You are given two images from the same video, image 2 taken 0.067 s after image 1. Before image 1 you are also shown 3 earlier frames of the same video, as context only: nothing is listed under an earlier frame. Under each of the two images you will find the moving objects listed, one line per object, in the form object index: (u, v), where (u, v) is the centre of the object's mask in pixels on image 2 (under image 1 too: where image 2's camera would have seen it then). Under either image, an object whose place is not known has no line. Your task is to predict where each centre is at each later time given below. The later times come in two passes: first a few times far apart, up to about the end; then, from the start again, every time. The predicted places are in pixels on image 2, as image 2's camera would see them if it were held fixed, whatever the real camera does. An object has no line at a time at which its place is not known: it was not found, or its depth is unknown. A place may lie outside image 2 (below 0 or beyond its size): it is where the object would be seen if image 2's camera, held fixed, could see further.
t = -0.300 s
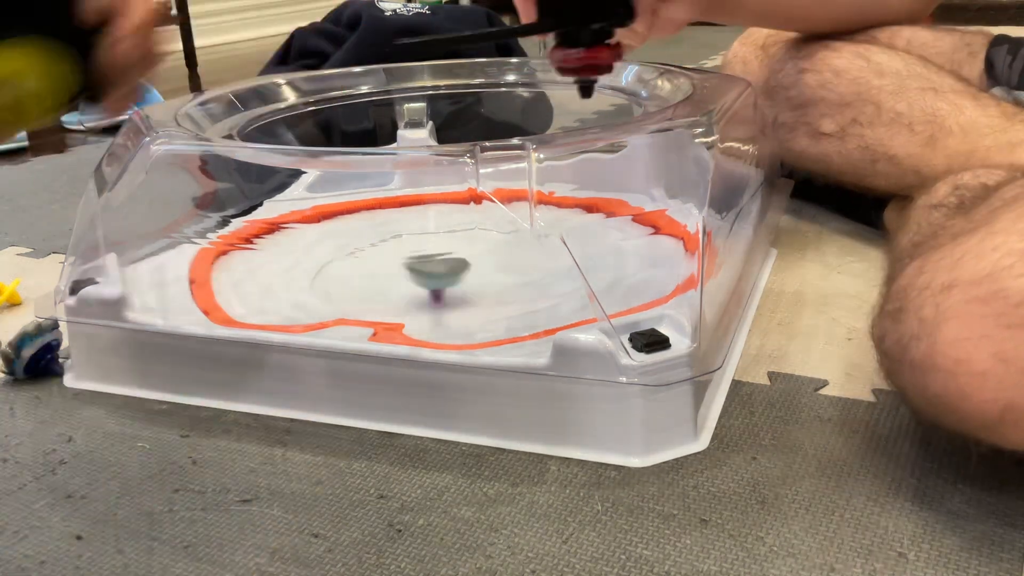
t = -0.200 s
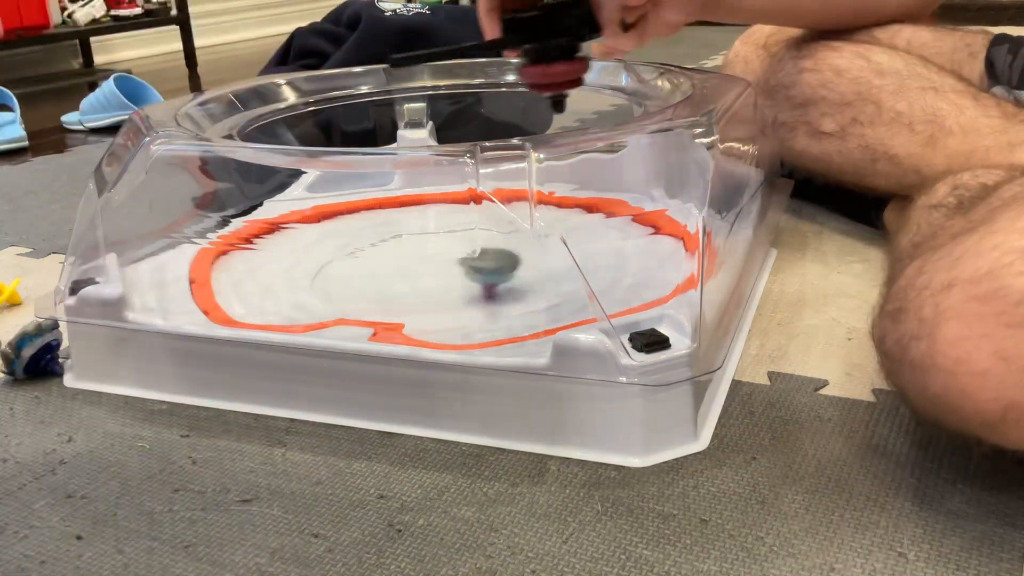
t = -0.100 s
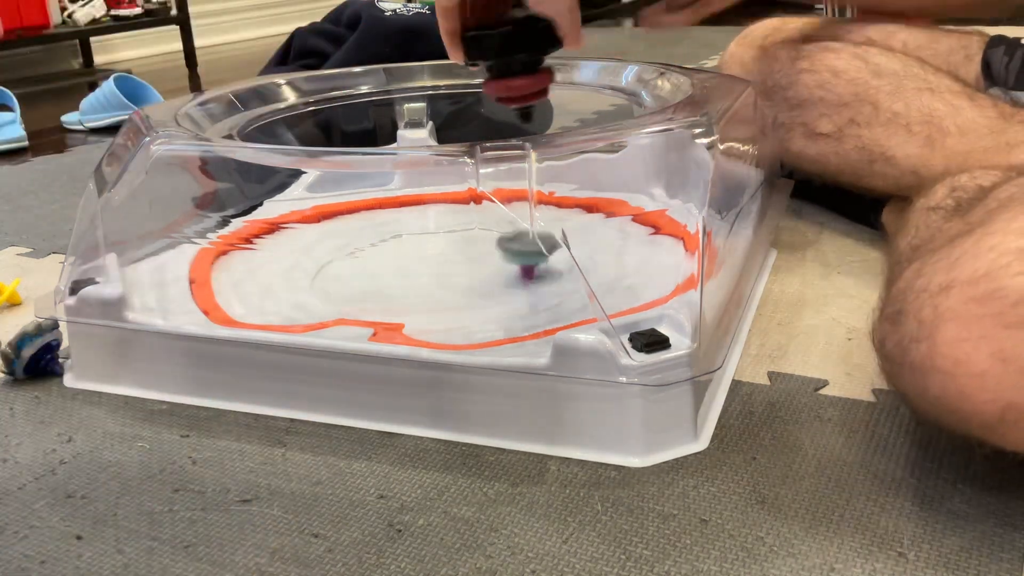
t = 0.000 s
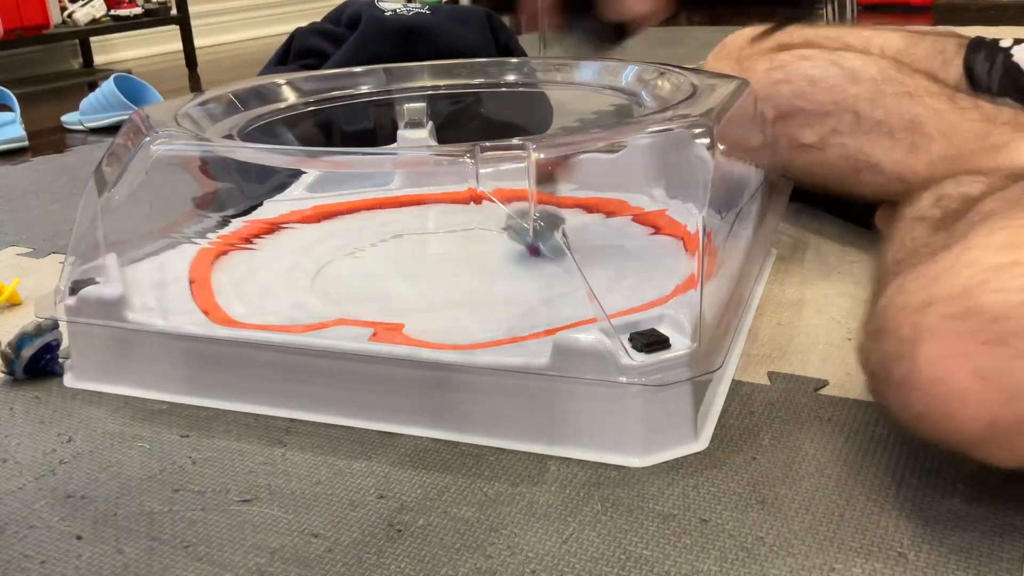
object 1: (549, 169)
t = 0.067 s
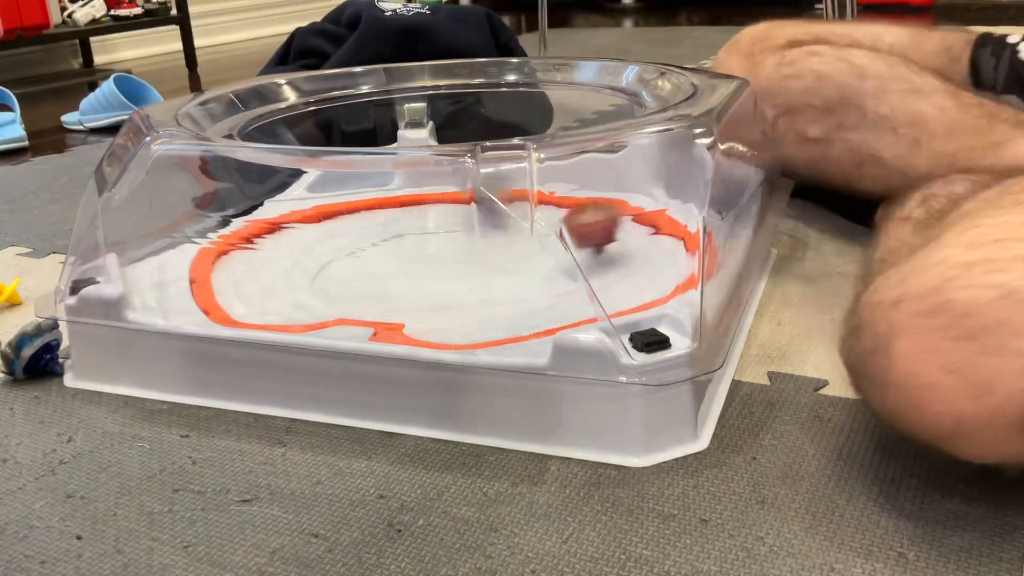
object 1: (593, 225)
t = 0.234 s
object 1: (632, 269)
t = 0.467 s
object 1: (469, 298)
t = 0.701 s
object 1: (439, 266)
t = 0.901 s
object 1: (428, 242)
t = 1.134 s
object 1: (383, 271)
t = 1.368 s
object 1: (489, 306)
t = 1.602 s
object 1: (488, 187)
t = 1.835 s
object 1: (319, 283)
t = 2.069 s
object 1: (409, 223)
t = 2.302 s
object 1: (413, 234)
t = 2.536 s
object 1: (448, 277)
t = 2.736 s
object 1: (439, 275)
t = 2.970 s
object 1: (371, 227)
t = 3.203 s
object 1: (336, 206)
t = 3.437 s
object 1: (274, 278)
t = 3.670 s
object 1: (564, 235)
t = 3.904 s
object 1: (491, 188)
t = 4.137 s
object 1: (365, 209)
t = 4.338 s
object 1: (390, 246)
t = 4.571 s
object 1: (577, 252)
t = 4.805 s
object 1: (665, 230)
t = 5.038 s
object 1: (457, 242)
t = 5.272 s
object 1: (299, 241)
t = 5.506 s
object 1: (276, 285)
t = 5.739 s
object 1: (487, 305)
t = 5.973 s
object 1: (505, 281)
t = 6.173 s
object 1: (448, 254)
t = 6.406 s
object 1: (335, 234)
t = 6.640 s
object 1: (384, 266)
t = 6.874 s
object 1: (423, 258)
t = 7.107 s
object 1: (292, 287)
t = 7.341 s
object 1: (315, 293)
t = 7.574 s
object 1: (409, 271)
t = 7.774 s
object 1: (375, 241)
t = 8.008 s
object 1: (366, 213)
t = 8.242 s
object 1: (399, 194)
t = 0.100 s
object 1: (619, 214)
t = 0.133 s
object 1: (648, 216)
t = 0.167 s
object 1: (683, 238)
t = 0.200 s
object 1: (669, 269)
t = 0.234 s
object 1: (632, 269)
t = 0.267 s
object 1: (592, 286)
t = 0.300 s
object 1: (550, 297)
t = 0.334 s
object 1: (522, 305)
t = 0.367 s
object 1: (506, 299)
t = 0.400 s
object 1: (491, 297)
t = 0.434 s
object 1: (480, 297)
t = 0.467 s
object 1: (469, 298)
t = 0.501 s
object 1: (460, 292)
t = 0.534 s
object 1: (453, 288)
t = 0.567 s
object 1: (447, 287)
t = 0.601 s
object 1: (443, 284)
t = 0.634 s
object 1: (439, 278)
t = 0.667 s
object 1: (438, 273)
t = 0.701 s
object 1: (439, 266)
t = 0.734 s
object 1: (438, 258)
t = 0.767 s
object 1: (437, 253)
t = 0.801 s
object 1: (436, 248)
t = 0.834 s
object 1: (434, 245)
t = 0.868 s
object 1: (431, 243)
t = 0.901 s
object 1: (428, 242)
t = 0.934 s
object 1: (424, 243)
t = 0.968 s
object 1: (418, 245)
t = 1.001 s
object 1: (412, 248)
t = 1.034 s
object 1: (406, 252)
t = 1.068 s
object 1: (399, 256)
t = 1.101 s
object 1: (391, 264)
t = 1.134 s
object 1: (383, 271)
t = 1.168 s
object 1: (378, 279)
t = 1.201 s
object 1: (378, 283)
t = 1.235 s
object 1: (382, 287)
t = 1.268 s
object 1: (392, 291)
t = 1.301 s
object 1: (409, 297)
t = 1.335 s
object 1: (450, 303)
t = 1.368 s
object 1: (489, 306)
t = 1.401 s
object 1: (545, 283)
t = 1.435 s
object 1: (607, 264)
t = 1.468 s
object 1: (654, 235)
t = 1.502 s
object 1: (667, 214)
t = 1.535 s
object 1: (604, 203)
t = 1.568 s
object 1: (552, 187)
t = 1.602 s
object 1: (488, 187)
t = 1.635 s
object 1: (407, 188)
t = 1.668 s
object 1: (330, 198)
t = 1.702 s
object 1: (259, 217)
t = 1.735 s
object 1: (220, 235)
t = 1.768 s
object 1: (226, 266)
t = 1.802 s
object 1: (243, 290)
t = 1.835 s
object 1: (319, 283)
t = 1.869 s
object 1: (383, 271)
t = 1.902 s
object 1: (437, 274)
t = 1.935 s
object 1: (432, 261)
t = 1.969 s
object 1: (424, 245)
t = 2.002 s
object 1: (419, 243)
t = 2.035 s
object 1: (414, 242)
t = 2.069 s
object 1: (409, 223)
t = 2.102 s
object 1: (405, 219)
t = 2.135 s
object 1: (402, 224)
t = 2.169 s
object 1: (399, 211)
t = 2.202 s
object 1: (397, 213)
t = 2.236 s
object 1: (400, 215)
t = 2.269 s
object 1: (408, 229)
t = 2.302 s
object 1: (413, 234)
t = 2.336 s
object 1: (419, 242)
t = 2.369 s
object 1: (425, 250)
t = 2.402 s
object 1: (430, 256)
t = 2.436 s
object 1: (435, 263)
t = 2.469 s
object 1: (440, 270)
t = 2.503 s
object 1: (445, 275)
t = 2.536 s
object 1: (448, 277)
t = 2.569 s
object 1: (449, 279)
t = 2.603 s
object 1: (449, 280)
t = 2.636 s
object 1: (449, 280)
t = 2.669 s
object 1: (446, 279)
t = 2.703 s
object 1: (443, 278)
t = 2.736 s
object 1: (439, 275)
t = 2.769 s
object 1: (433, 271)
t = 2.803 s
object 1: (425, 265)
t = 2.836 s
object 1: (418, 256)
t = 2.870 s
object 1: (408, 248)
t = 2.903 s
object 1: (397, 242)
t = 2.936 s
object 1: (384, 233)
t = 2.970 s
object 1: (371, 227)
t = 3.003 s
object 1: (363, 217)
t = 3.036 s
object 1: (358, 218)
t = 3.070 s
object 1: (353, 216)
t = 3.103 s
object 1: (349, 216)
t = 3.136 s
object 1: (345, 214)
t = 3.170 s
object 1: (341, 211)
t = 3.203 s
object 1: (336, 206)
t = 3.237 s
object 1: (332, 203)
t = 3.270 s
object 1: (327, 200)
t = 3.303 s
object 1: (314, 203)
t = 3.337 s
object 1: (299, 224)
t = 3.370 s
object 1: (291, 243)
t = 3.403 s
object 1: (281, 251)
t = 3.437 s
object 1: (274, 278)
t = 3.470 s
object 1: (269, 285)
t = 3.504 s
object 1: (271, 297)
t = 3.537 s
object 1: (340, 277)
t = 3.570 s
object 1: (418, 270)
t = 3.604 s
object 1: (485, 272)
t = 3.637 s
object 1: (533, 254)
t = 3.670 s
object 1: (564, 235)
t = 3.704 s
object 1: (593, 205)
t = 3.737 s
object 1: (608, 194)
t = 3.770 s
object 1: (592, 177)
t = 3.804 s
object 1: (562, 178)
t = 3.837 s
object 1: (549, 187)
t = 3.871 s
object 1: (508, 193)
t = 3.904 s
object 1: (491, 188)
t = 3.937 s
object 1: (459, 189)
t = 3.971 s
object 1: (437, 203)
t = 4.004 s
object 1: (418, 195)
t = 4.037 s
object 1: (400, 201)
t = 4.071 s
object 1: (386, 205)
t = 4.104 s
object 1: (374, 205)
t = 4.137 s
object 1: (365, 209)
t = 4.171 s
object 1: (359, 212)
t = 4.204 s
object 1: (357, 215)
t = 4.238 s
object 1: (360, 220)
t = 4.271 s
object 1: (365, 229)
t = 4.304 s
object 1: (375, 236)
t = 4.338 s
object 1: (390, 246)
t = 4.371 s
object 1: (410, 254)
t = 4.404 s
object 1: (434, 262)
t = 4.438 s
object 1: (463, 264)
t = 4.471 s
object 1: (492, 266)
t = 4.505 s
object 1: (519, 265)
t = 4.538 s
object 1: (545, 260)
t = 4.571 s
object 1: (577, 252)
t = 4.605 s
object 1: (595, 243)
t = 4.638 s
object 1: (602, 242)
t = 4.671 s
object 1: (613, 238)
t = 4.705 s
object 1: (625, 236)
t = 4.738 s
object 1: (638, 234)
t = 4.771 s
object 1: (654, 232)
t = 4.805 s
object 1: (665, 230)
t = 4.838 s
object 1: (684, 230)
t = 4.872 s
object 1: (656, 221)
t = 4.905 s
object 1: (610, 231)
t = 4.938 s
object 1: (564, 230)
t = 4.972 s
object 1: (533, 232)
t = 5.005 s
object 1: (491, 240)
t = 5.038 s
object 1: (457, 242)
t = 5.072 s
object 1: (422, 241)
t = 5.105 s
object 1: (390, 239)
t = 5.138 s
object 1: (363, 238)
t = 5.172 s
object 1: (338, 236)
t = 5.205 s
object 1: (318, 233)
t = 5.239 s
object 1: (308, 235)
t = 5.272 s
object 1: (299, 241)
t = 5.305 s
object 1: (291, 248)
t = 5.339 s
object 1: (279, 259)
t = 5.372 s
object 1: (265, 265)
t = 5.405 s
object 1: (247, 273)
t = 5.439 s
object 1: (231, 280)
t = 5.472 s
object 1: (234, 282)
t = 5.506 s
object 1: (276, 285)
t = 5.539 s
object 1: (310, 282)
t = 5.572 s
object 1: (344, 285)
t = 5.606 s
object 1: (375, 291)
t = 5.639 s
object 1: (404, 293)
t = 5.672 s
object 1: (436, 307)
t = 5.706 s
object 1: (462, 301)
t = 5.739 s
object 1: (487, 305)
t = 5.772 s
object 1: (503, 300)
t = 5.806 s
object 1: (516, 298)
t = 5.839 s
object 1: (523, 295)
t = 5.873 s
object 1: (524, 292)
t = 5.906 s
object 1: (521, 288)
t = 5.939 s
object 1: (514, 283)
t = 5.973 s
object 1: (505, 281)
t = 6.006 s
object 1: (499, 280)
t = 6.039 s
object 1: (494, 277)
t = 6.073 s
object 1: (488, 273)
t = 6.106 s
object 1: (477, 267)
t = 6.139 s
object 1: (463, 260)
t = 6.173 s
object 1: (448, 254)
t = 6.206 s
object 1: (429, 250)
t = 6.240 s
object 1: (411, 245)
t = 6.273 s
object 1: (392, 239)
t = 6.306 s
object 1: (372, 235)
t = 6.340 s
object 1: (352, 233)
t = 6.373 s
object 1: (339, 231)
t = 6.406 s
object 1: (335, 234)
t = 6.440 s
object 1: (337, 244)
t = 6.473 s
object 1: (342, 250)
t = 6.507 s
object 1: (347, 254)
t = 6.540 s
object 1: (353, 259)
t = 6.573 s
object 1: (360, 262)
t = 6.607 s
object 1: (371, 264)
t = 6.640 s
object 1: (384, 266)
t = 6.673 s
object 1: (399, 266)
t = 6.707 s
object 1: (414, 266)
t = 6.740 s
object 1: (429, 262)
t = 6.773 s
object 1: (443, 258)
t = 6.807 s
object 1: (453, 253)
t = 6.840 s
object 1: (458, 249)
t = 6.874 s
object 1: (423, 258)
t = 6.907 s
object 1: (387, 265)
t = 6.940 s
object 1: (357, 269)
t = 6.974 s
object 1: (332, 273)
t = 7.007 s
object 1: (319, 273)
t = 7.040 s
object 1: (310, 280)
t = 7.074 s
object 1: (301, 283)
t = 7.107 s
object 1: (292, 287)
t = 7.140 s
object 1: (285, 291)
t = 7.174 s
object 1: (283, 292)
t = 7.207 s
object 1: (285, 294)
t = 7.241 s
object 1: (288, 295)
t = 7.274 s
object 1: (295, 295)
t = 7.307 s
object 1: (304, 294)
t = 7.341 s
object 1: (315, 293)
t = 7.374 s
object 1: (328, 292)
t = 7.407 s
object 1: (343, 290)
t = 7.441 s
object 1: (358, 288)
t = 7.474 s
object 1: (375, 287)
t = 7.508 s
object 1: (393, 286)
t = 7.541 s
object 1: (411, 284)
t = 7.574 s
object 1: (409, 271)
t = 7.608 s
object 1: (397, 266)
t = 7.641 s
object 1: (387, 266)
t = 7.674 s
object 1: (384, 260)
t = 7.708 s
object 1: (380, 252)
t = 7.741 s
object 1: (378, 246)
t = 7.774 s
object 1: (375, 241)
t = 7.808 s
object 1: (371, 235)
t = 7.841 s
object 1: (367, 231)
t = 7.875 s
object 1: (363, 224)
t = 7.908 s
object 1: (363, 221)
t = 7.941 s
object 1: (363, 219)
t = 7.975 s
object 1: (364, 216)
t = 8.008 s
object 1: (366, 213)
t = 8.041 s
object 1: (370, 210)
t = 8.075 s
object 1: (374, 206)
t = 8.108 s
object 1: (380, 202)
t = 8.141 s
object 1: (387, 195)
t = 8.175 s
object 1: (395, 191)
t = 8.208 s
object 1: (403, 188)
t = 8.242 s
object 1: (399, 194)
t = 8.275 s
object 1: (399, 201)
